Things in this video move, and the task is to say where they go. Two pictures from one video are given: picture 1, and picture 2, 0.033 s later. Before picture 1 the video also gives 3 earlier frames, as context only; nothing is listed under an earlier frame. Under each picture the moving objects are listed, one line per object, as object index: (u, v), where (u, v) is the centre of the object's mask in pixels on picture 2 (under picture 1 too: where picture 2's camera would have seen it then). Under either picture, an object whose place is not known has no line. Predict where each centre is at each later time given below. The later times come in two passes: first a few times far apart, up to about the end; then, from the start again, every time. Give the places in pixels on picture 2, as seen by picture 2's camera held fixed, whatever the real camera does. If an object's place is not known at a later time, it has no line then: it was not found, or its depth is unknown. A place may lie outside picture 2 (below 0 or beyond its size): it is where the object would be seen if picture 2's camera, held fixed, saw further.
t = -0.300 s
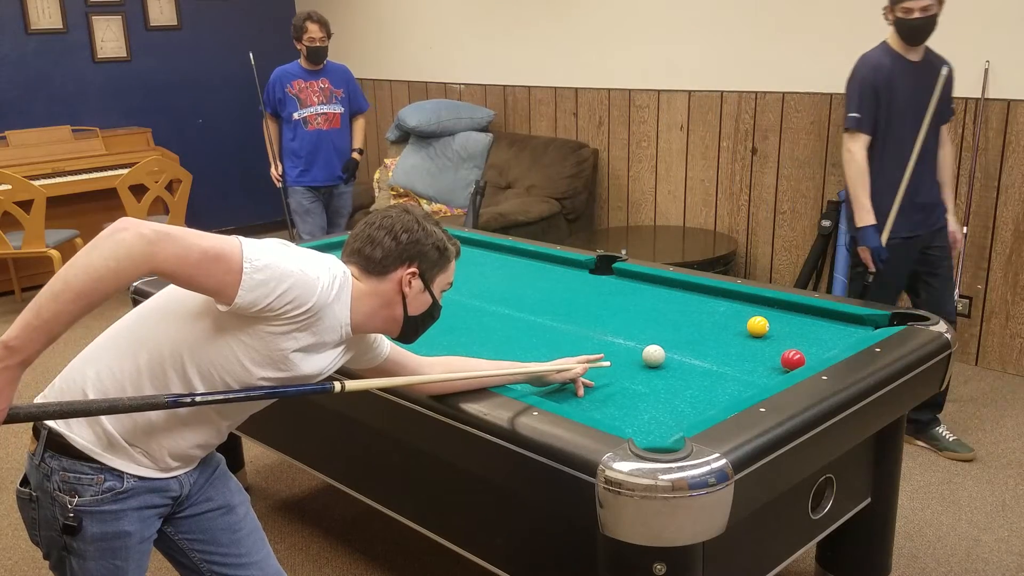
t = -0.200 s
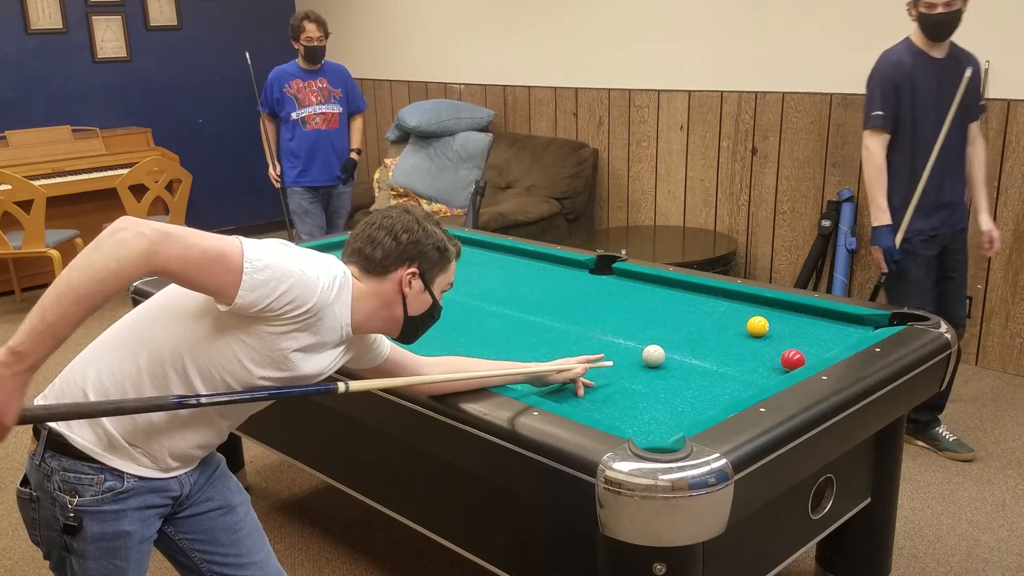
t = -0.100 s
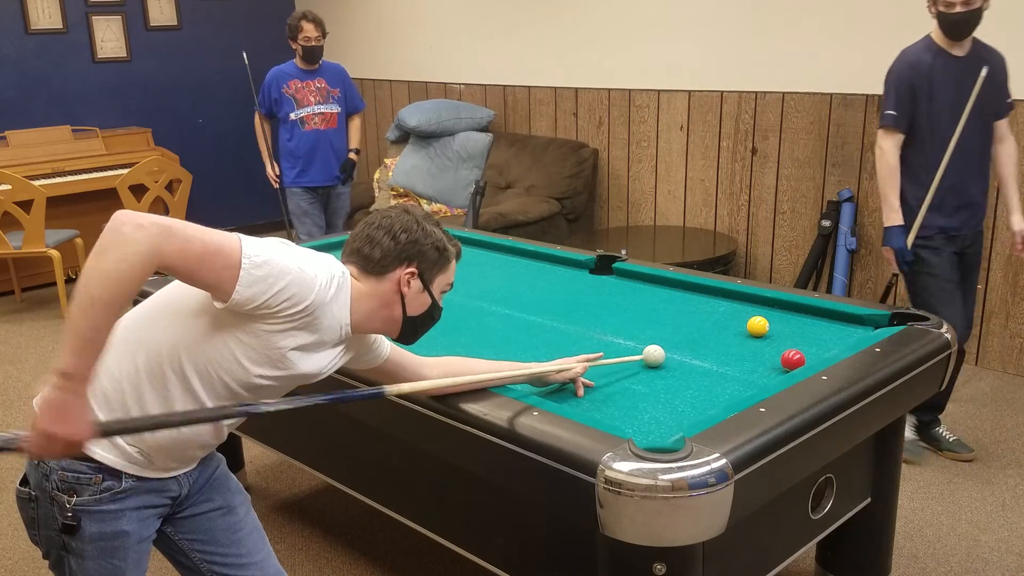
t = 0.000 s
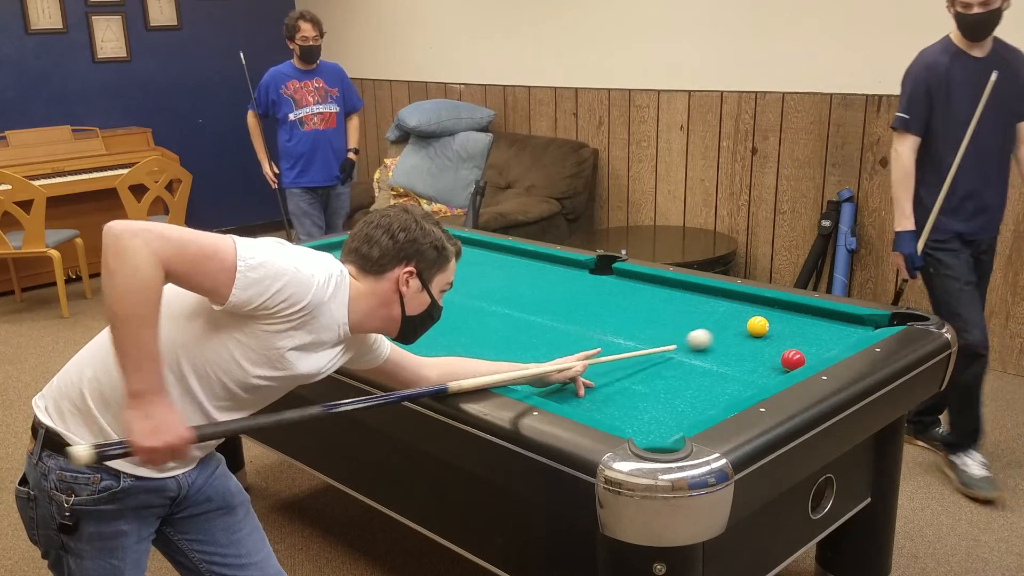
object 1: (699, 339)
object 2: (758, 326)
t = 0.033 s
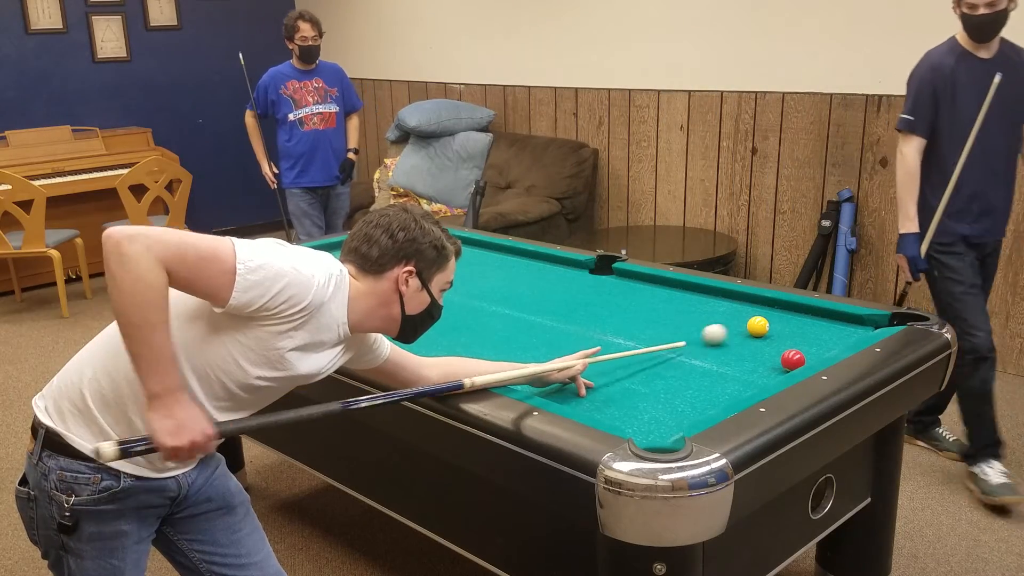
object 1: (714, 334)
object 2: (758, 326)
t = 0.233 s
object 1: (737, 312)
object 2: (820, 322)
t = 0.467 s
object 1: (728, 297)
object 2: (884, 324)
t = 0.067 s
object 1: (728, 330)
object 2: (758, 326)
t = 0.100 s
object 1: (736, 326)
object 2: (764, 325)
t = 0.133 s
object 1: (735, 322)
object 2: (779, 325)
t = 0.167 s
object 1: (735, 319)
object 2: (794, 324)
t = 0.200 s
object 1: (736, 315)
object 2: (808, 323)
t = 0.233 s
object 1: (737, 312)
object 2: (820, 322)
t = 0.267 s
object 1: (737, 309)
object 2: (832, 322)
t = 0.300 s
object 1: (738, 306)
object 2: (842, 321)
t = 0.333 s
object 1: (739, 303)
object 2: (853, 320)
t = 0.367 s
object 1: (739, 300)
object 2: (863, 320)
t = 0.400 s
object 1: (740, 297)
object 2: (870, 321)
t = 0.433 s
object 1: (736, 297)
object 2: (877, 322)
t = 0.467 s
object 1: (728, 297)
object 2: (884, 324)
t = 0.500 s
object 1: (721, 297)
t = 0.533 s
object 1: (714, 296)
